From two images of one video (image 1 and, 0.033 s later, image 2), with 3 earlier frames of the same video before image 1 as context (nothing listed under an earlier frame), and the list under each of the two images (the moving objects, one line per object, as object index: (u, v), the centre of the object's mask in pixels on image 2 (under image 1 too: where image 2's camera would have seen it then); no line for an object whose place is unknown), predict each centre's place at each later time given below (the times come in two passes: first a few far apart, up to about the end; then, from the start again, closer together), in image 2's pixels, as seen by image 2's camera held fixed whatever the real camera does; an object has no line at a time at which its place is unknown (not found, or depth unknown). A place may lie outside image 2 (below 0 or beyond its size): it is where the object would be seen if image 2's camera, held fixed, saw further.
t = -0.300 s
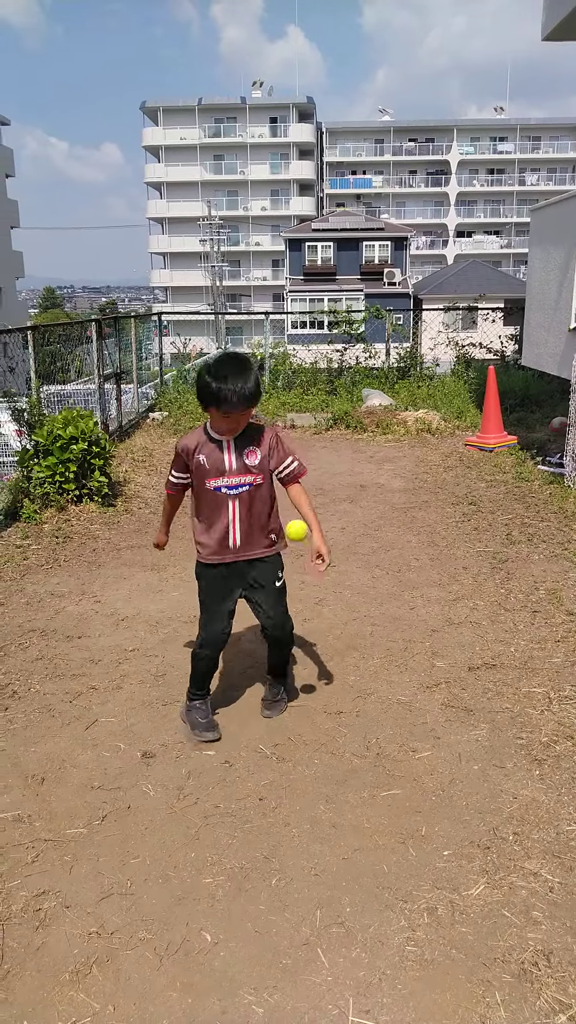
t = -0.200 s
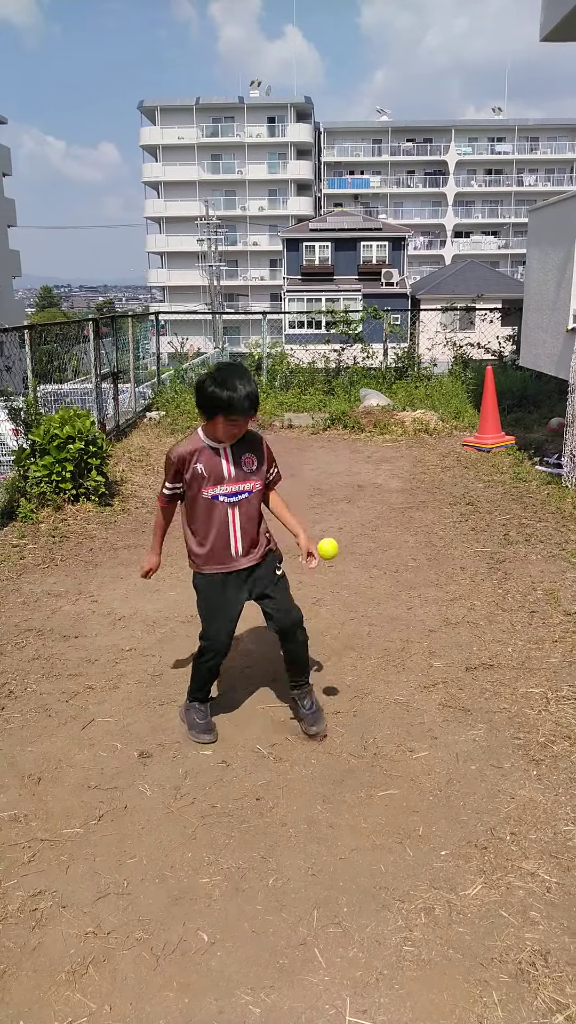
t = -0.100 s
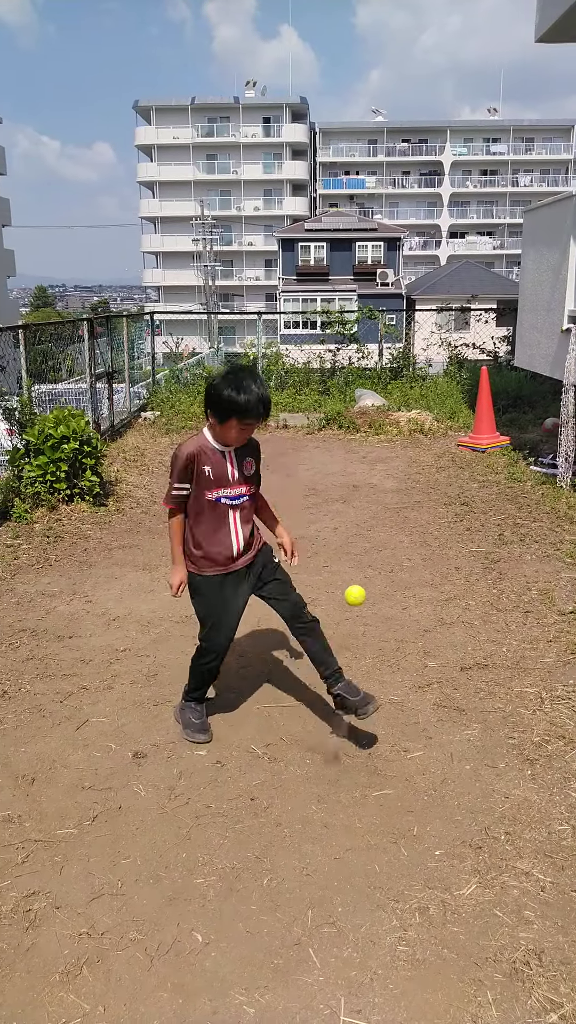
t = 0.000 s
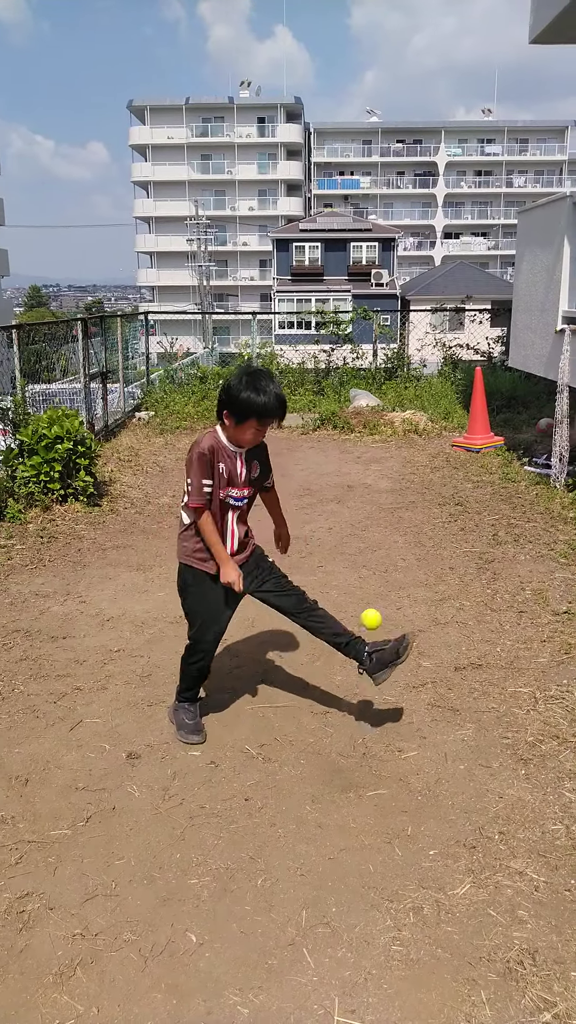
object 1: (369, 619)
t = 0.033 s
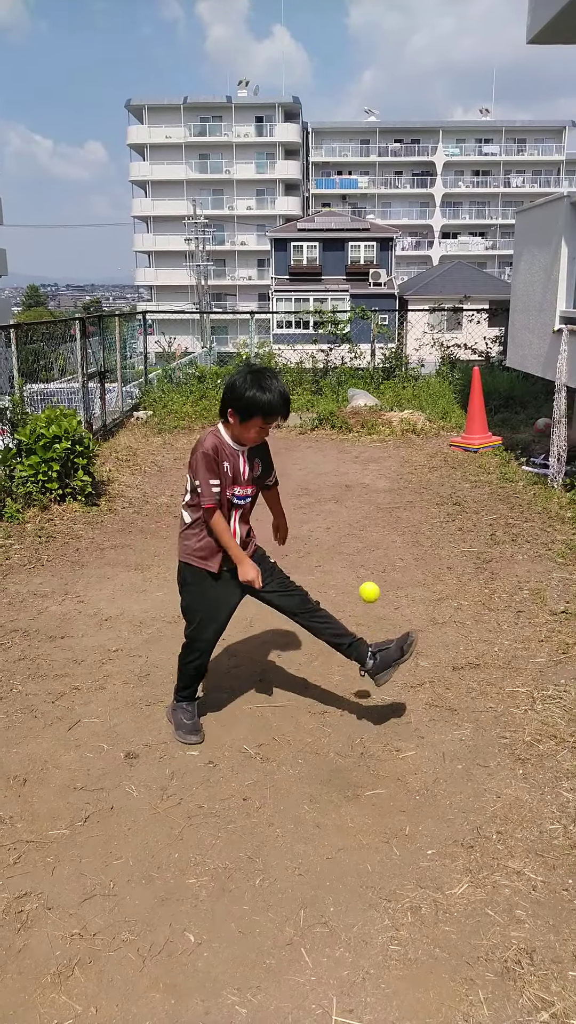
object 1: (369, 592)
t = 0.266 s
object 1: (371, 498)
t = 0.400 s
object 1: (371, 517)
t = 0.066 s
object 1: (370, 568)
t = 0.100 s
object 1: (370, 548)
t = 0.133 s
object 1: (370, 531)
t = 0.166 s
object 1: (371, 518)
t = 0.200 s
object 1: (371, 508)
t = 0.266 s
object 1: (371, 498)
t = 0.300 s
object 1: (371, 499)
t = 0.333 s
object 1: (371, 502)
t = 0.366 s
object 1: (371, 507)
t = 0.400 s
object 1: (371, 517)
